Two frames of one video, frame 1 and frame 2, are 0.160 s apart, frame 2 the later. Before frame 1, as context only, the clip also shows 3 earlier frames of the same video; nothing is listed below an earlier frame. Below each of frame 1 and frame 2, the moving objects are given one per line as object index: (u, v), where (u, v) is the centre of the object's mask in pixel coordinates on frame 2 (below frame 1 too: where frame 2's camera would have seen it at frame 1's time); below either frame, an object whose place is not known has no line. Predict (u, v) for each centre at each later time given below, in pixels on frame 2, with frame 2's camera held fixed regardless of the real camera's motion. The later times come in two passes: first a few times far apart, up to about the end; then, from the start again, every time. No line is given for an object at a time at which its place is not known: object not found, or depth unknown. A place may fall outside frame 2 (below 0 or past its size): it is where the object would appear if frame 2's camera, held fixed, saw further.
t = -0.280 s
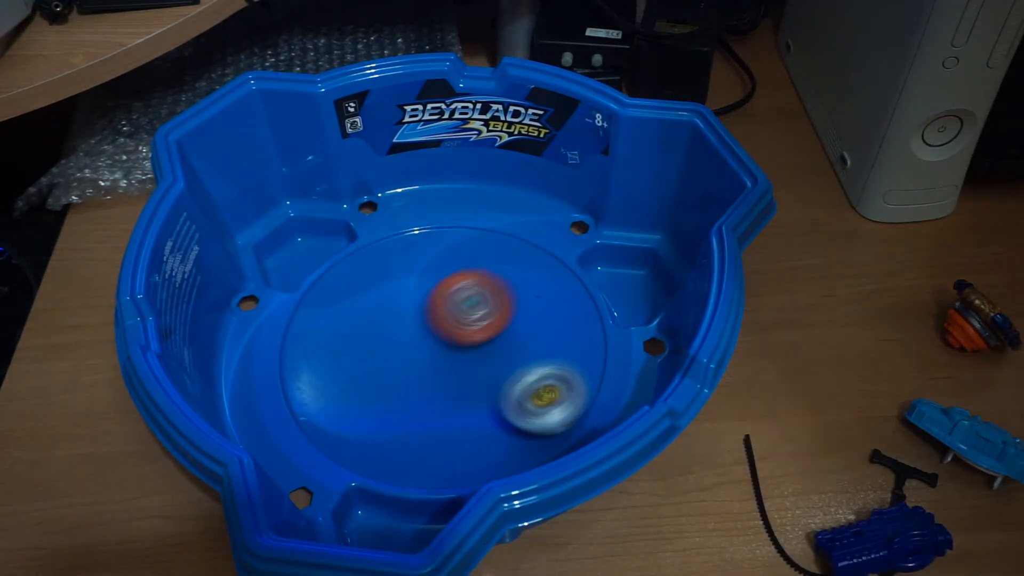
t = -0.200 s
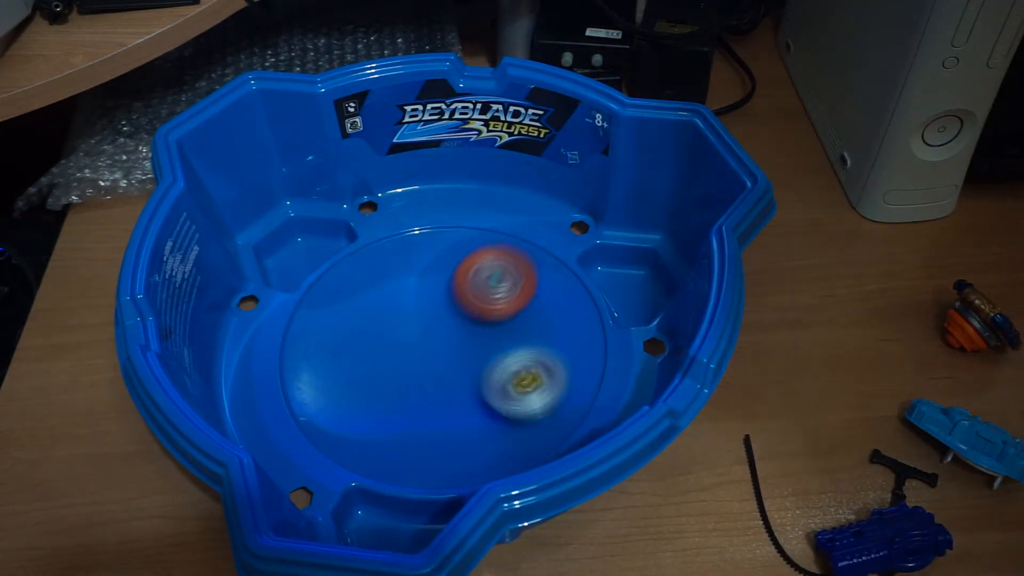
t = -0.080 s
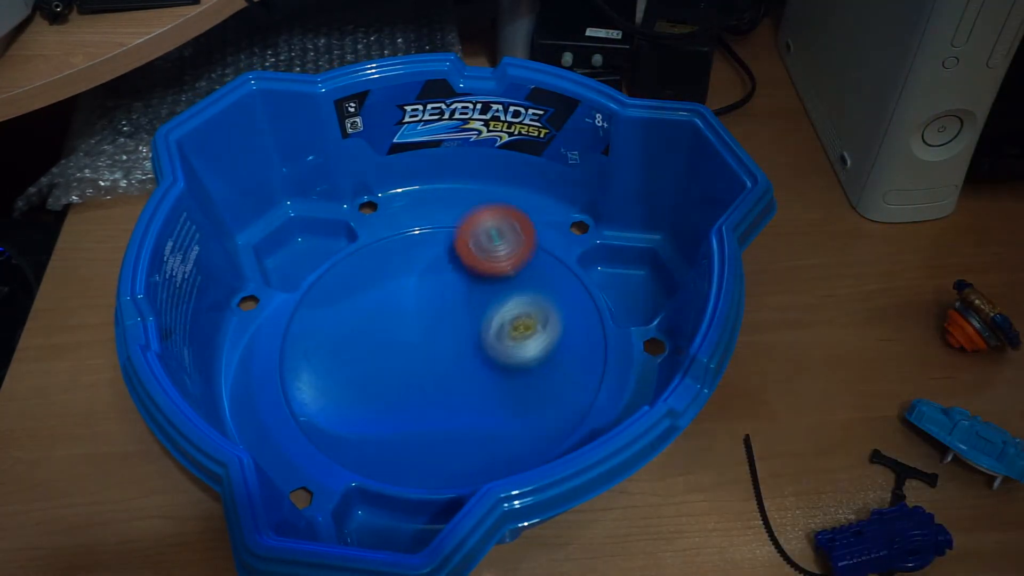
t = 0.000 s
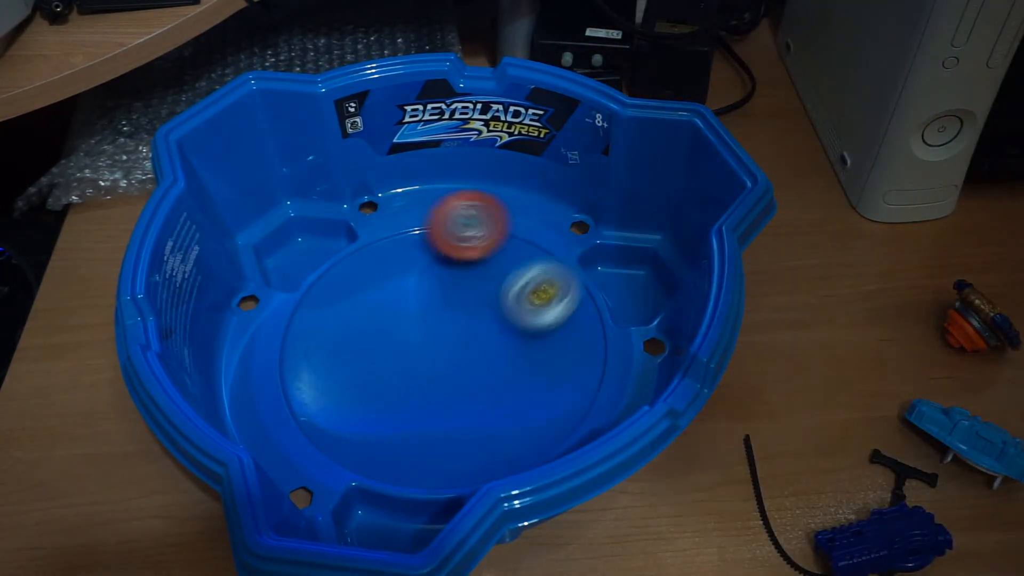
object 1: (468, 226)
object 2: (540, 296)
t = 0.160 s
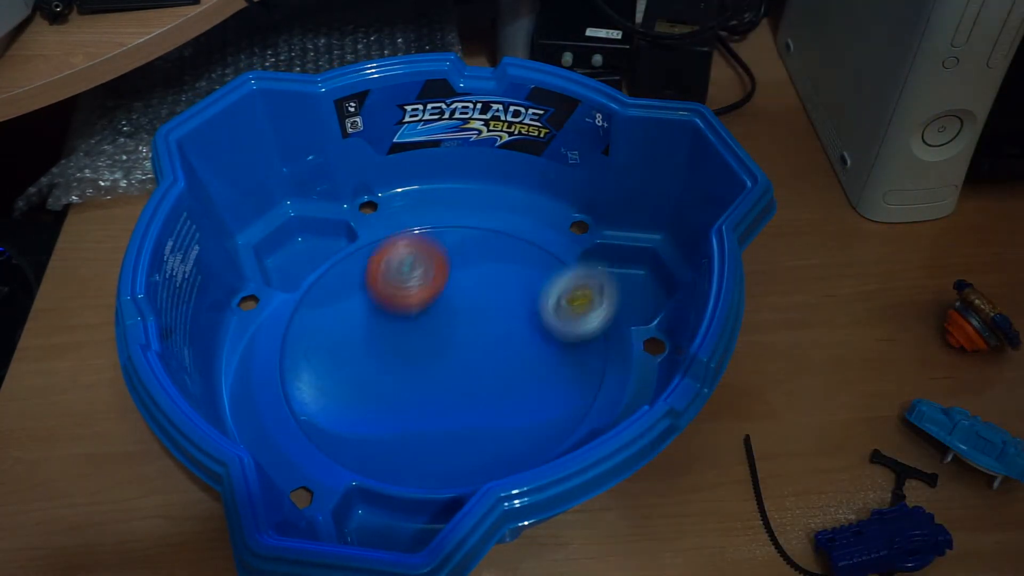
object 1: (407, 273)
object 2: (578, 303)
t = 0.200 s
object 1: (404, 294)
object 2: (569, 320)
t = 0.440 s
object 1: (336, 387)
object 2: (524, 316)
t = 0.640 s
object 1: (366, 432)
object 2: (511, 301)
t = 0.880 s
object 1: (472, 388)
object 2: (464, 281)
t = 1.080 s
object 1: (416, 332)
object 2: (459, 229)
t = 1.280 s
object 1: (328, 348)
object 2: (520, 268)
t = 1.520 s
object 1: (382, 394)
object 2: (369, 317)
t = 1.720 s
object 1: (455, 331)
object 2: (353, 239)
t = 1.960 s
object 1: (504, 345)
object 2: (441, 179)
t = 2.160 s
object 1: (562, 326)
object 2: (411, 229)
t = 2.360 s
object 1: (528, 281)
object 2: (369, 327)
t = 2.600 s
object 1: (426, 330)
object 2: (303, 349)
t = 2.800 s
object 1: (418, 396)
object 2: (318, 340)
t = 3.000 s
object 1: (473, 412)
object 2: (388, 360)
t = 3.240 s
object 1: (522, 349)
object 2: (406, 369)
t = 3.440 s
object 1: (511, 278)
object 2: (342, 362)
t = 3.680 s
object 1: (442, 228)
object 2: (321, 290)
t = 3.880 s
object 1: (428, 228)
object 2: (385, 347)
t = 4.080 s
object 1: (449, 238)
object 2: (374, 426)
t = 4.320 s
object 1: (499, 266)
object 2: (372, 392)
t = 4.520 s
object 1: (539, 284)
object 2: (472, 354)
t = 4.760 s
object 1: (530, 269)
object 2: (426, 392)
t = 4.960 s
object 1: (481, 324)
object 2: (395, 351)
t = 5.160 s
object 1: (493, 374)
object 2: (297, 294)
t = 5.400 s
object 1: (501, 412)
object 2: (363, 276)
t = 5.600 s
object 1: (483, 393)
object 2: (418, 345)
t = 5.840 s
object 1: (459, 390)
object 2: (408, 318)
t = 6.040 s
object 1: (408, 374)
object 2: (453, 291)
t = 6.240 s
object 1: (364, 366)
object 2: (500, 305)
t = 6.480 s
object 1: (352, 347)
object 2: (452, 347)
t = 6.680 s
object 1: (297, 325)
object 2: (536, 339)
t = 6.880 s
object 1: (316, 335)
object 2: (570, 362)
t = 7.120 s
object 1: (397, 318)
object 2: (486, 342)
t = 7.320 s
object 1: (425, 279)
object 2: (509, 352)
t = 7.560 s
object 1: (477, 266)
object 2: (464, 354)
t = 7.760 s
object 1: (515, 277)
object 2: (427, 303)
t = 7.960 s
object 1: (532, 304)
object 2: (436, 272)
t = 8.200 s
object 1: (508, 356)
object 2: (444, 293)
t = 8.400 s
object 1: (474, 386)
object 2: (411, 284)
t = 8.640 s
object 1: (419, 382)
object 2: (408, 304)
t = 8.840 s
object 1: (389, 363)
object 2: (428, 294)
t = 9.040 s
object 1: (386, 327)
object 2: (469, 297)
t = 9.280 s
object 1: (411, 293)
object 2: (509, 339)
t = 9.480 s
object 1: (451, 285)
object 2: (451, 361)
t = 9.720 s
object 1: (492, 302)
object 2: (394, 318)
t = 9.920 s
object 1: (499, 333)
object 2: (424, 284)
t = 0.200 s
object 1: (404, 294)
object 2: (569, 320)
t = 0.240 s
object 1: (408, 316)
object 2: (551, 334)
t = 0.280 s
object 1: (416, 336)
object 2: (526, 340)
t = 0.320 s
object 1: (416, 349)
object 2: (509, 337)
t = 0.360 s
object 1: (381, 365)
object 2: (517, 331)
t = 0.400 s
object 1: (356, 375)
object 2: (521, 323)
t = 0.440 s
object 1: (336, 387)
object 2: (524, 316)
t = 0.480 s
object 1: (327, 398)
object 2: (526, 310)
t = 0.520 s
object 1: (324, 411)
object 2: (525, 306)
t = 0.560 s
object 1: (330, 421)
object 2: (522, 304)
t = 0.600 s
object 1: (347, 428)
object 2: (517, 302)
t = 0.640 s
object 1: (366, 432)
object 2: (511, 301)
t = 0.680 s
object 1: (388, 435)
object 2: (505, 298)
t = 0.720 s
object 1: (410, 435)
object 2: (498, 296)
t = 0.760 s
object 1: (434, 431)
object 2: (489, 294)
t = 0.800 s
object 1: (453, 421)
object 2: (480, 290)
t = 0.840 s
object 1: (466, 406)
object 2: (471, 287)
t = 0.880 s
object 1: (472, 388)
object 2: (464, 281)
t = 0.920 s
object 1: (471, 370)
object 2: (458, 275)
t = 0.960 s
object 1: (464, 352)
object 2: (453, 271)
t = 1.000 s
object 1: (452, 336)
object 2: (450, 266)
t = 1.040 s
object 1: (435, 334)
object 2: (451, 249)
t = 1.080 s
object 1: (416, 332)
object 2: (459, 229)
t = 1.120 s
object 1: (397, 331)
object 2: (472, 215)
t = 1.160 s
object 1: (377, 332)
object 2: (492, 218)
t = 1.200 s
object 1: (359, 335)
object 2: (511, 232)
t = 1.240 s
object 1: (342, 340)
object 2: (522, 249)
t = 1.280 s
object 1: (328, 348)
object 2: (520, 268)
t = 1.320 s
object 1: (320, 358)
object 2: (506, 290)
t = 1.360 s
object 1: (318, 370)
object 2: (486, 308)
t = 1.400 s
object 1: (325, 382)
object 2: (456, 321)
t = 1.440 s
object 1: (339, 392)
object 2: (425, 327)
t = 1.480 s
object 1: (361, 396)
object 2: (395, 325)
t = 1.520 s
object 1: (382, 394)
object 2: (369, 317)
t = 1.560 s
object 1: (404, 387)
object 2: (347, 304)
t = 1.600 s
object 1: (422, 377)
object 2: (332, 288)
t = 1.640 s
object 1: (437, 363)
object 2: (327, 269)
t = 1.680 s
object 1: (448, 348)
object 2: (333, 251)
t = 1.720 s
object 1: (455, 331)
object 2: (353, 239)
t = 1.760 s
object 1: (457, 315)
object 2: (381, 230)
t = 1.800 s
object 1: (457, 300)
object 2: (411, 230)
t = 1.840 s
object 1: (467, 309)
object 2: (422, 211)
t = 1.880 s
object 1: (481, 326)
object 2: (431, 197)
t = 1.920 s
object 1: (493, 338)
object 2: (439, 189)
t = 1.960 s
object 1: (504, 345)
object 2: (441, 179)
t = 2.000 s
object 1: (515, 348)
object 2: (437, 179)
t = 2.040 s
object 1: (528, 347)
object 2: (429, 189)
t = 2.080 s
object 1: (540, 343)
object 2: (419, 200)
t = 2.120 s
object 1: (553, 336)
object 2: (411, 214)
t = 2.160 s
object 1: (562, 326)
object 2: (411, 229)
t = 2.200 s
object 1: (567, 315)
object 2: (411, 246)
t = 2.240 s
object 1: (566, 303)
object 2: (407, 267)
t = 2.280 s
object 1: (558, 292)
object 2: (398, 287)
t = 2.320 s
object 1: (545, 284)
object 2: (385, 307)
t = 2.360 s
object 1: (528, 281)
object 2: (369, 327)
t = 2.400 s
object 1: (509, 282)
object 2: (349, 344)
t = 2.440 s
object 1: (490, 287)
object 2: (327, 359)
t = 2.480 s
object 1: (472, 295)
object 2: (307, 366)
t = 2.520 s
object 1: (455, 305)
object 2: (294, 364)
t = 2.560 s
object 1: (439, 318)
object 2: (298, 355)
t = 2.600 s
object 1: (426, 330)
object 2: (303, 349)
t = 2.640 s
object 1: (414, 344)
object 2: (309, 346)
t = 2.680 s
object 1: (408, 359)
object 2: (315, 345)
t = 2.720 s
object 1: (410, 373)
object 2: (312, 343)
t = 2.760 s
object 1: (413, 385)
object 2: (312, 341)
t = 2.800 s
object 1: (418, 396)
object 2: (318, 340)
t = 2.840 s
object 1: (425, 404)
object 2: (328, 340)
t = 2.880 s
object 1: (435, 410)
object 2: (340, 342)
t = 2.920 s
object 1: (446, 414)
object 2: (354, 346)
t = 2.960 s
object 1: (459, 415)
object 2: (371, 352)
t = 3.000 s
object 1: (473, 412)
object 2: (388, 360)
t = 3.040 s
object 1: (484, 406)
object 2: (404, 369)
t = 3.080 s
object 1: (498, 399)
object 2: (410, 375)
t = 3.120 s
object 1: (513, 389)
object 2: (409, 376)
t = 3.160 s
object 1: (522, 377)
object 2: (406, 375)
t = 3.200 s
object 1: (524, 363)
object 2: (405, 372)
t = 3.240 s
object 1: (522, 349)
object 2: (406, 369)
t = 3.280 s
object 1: (514, 335)
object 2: (409, 364)
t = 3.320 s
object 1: (503, 324)
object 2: (414, 359)
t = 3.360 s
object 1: (501, 310)
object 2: (403, 361)
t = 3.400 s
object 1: (510, 292)
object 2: (373, 363)
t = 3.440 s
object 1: (511, 278)
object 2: (342, 362)
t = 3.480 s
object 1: (506, 265)
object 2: (318, 356)
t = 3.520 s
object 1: (498, 253)
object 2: (296, 346)
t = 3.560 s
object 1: (487, 243)
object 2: (287, 330)
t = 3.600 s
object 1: (474, 235)
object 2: (295, 315)
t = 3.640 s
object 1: (459, 230)
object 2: (305, 300)
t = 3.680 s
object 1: (442, 228)
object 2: (321, 290)
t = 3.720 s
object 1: (425, 231)
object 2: (341, 286)
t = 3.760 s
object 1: (416, 232)
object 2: (359, 291)
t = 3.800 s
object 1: (421, 228)
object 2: (368, 310)
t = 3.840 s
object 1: (425, 228)
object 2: (377, 328)
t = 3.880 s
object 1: (428, 228)
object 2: (385, 347)
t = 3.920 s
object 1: (431, 229)
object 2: (389, 366)
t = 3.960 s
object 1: (433, 230)
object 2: (391, 384)
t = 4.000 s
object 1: (437, 231)
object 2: (388, 401)
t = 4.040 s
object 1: (442, 234)
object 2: (383, 416)
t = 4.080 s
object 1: (449, 238)
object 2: (374, 426)
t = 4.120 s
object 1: (457, 243)
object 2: (364, 429)
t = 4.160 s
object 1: (465, 248)
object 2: (355, 428)
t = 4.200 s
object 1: (474, 252)
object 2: (352, 422)
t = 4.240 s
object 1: (482, 256)
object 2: (353, 414)
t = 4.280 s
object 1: (491, 261)
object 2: (358, 404)
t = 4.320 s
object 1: (499, 266)
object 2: (372, 392)
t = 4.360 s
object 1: (508, 271)
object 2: (392, 379)
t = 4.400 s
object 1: (515, 276)
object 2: (412, 368)
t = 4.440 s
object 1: (522, 281)
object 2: (436, 358)
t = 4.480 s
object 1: (528, 286)
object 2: (460, 349)
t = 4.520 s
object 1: (539, 284)
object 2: (472, 354)
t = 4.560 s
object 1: (551, 278)
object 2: (472, 365)
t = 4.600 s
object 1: (556, 272)
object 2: (467, 376)
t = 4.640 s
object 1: (556, 267)
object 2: (459, 385)
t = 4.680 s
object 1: (550, 264)
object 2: (448, 391)
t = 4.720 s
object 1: (542, 264)
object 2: (436, 394)
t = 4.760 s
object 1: (530, 269)
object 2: (426, 392)
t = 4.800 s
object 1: (519, 276)
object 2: (417, 388)
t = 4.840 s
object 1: (507, 287)
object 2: (411, 382)
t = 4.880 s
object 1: (495, 299)
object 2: (406, 372)
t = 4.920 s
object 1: (485, 311)
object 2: (404, 362)
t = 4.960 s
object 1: (481, 324)
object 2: (395, 351)
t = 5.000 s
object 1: (487, 334)
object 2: (366, 342)
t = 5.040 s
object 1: (490, 344)
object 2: (343, 333)
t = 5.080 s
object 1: (490, 355)
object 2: (324, 322)
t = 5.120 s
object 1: (491, 365)
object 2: (307, 309)
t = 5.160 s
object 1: (493, 374)
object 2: (297, 294)
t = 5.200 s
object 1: (494, 383)
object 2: (303, 283)
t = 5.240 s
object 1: (495, 392)
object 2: (316, 275)
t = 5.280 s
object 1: (496, 400)
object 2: (327, 269)
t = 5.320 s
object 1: (497, 407)
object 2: (339, 267)
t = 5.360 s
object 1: (499, 411)
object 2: (350, 270)
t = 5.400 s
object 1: (501, 412)
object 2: (363, 276)
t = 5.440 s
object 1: (502, 411)
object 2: (376, 286)
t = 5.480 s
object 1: (501, 408)
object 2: (390, 300)
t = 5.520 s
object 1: (498, 404)
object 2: (402, 314)
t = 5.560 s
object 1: (491, 398)
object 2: (413, 331)
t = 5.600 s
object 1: (483, 393)
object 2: (418, 345)
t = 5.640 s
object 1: (481, 395)
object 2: (412, 345)
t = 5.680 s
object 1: (478, 397)
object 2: (406, 340)
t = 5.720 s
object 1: (475, 397)
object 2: (403, 334)
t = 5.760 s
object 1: (471, 396)
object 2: (402, 328)
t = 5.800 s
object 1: (466, 393)
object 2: (403, 324)
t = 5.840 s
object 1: (459, 390)
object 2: (408, 318)
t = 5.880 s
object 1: (451, 385)
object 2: (412, 315)
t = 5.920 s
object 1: (442, 379)
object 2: (419, 312)
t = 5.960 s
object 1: (432, 376)
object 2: (426, 306)
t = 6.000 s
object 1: (420, 375)
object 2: (439, 297)
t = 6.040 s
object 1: (408, 374)
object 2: (453, 291)
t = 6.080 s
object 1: (398, 373)
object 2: (468, 287)
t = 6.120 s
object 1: (388, 371)
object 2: (480, 288)
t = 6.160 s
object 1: (379, 370)
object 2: (491, 292)
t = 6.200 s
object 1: (371, 368)
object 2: (497, 298)
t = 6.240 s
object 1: (364, 366)
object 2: (500, 305)
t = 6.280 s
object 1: (357, 363)
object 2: (499, 313)
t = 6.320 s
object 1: (353, 360)
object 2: (496, 322)
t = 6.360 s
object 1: (350, 357)
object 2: (489, 329)
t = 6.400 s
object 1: (349, 354)
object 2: (480, 337)
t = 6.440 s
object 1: (350, 351)
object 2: (469, 342)
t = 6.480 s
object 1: (352, 347)
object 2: (452, 347)
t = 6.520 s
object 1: (350, 342)
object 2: (448, 347)
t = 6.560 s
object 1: (327, 333)
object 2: (474, 343)
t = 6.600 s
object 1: (312, 328)
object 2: (497, 341)
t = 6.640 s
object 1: (303, 326)
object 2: (516, 341)
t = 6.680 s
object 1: (297, 325)
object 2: (536, 339)
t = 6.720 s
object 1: (294, 327)
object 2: (553, 339)
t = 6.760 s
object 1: (294, 329)
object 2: (570, 341)
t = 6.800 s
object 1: (297, 333)
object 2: (581, 345)
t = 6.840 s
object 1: (305, 335)
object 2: (580, 353)
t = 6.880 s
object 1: (316, 335)
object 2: (570, 362)
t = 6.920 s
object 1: (330, 333)
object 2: (561, 366)
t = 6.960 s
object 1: (344, 330)
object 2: (549, 366)
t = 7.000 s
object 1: (359, 326)
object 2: (533, 364)
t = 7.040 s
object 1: (373, 323)
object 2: (517, 359)
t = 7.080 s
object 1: (386, 321)
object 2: (500, 351)
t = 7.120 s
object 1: (397, 318)
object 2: (486, 342)
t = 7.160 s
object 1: (399, 308)
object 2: (493, 340)
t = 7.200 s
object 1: (401, 296)
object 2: (501, 341)
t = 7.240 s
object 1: (409, 288)
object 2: (507, 344)
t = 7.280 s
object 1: (417, 283)
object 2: (509, 348)
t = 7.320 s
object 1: (425, 279)
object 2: (509, 352)
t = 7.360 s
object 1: (433, 275)
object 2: (507, 355)
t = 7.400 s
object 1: (442, 271)
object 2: (502, 358)
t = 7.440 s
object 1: (451, 269)
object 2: (496, 359)
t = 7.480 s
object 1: (460, 267)
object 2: (487, 359)
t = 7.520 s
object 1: (468, 266)
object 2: (476, 358)
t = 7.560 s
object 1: (477, 266)
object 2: (464, 354)
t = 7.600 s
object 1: (486, 266)
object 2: (451, 347)
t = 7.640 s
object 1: (494, 267)
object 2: (442, 337)
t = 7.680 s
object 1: (501, 269)
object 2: (436, 327)
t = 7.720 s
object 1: (508, 273)
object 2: (432, 315)
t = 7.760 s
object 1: (515, 277)
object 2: (427, 303)
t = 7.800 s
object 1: (522, 280)
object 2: (425, 293)
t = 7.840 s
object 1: (526, 285)
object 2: (425, 285)
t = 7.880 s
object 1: (530, 291)
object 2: (428, 278)
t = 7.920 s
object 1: (532, 297)
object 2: (432, 274)
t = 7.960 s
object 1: (532, 304)
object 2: (436, 272)
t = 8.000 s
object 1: (531, 312)
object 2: (440, 273)
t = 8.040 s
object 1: (528, 320)
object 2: (445, 275)
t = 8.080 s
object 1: (523, 328)
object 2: (449, 279)
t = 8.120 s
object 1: (518, 335)
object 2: (451, 285)
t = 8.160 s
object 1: (512, 343)
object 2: (452, 293)
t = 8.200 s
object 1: (508, 356)
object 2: (444, 293)
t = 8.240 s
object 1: (502, 365)
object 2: (435, 291)
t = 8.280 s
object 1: (497, 371)
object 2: (429, 289)
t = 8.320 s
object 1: (491, 377)
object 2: (421, 286)
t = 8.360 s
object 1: (483, 382)
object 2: (415, 285)
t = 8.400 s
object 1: (474, 386)
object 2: (411, 284)
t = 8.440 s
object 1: (465, 389)
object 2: (408, 284)
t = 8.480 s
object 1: (456, 390)
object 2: (406, 286)
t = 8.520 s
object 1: (446, 390)
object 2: (406, 288)
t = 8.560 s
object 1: (436, 389)
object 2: (406, 292)
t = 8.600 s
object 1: (427, 386)
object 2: (407, 298)
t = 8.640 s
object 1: (419, 382)
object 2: (408, 304)
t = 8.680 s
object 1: (412, 379)
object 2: (408, 309)
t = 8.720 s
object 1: (405, 378)
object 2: (409, 309)
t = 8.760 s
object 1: (398, 375)
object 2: (413, 304)
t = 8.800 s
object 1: (393, 369)
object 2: (420, 299)
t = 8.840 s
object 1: (389, 363)
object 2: (428, 294)
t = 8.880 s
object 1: (387, 356)
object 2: (435, 292)
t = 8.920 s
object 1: (386, 349)
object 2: (442, 294)
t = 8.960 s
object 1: (386, 342)
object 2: (450, 294)
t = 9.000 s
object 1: (386, 335)
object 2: (459, 296)
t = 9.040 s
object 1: (386, 327)
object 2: (469, 297)
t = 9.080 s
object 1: (387, 320)
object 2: (481, 300)
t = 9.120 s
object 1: (390, 314)
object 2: (494, 304)
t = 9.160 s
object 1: (393, 308)
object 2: (503, 311)
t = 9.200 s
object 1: (398, 302)
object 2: (509, 319)
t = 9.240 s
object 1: (404, 297)
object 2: (511, 328)
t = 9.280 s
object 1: (411, 293)
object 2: (509, 339)
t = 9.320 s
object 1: (419, 290)
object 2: (501, 349)
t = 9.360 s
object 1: (427, 288)
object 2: (493, 355)
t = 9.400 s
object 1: (434, 286)
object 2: (479, 360)
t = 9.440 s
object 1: (443, 285)
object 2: (465, 361)
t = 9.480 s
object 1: (451, 285)
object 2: (451, 361)
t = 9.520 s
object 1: (459, 285)
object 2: (436, 358)
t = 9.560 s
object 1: (467, 287)
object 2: (424, 353)
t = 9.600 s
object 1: (475, 290)
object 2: (413, 346)
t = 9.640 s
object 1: (481, 293)
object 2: (405, 338)
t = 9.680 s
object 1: (487, 297)
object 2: (398, 329)
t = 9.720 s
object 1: (492, 302)
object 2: (394, 318)
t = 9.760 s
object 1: (496, 307)
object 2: (394, 309)
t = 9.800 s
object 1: (499, 313)
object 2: (398, 300)
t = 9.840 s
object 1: (500, 319)
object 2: (404, 292)
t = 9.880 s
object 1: (500, 326)
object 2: (414, 287)
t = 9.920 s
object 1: (499, 333)
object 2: (424, 284)
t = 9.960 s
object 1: (496, 340)
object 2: (436, 285)
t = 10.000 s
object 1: (492, 347)
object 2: (446, 290)
